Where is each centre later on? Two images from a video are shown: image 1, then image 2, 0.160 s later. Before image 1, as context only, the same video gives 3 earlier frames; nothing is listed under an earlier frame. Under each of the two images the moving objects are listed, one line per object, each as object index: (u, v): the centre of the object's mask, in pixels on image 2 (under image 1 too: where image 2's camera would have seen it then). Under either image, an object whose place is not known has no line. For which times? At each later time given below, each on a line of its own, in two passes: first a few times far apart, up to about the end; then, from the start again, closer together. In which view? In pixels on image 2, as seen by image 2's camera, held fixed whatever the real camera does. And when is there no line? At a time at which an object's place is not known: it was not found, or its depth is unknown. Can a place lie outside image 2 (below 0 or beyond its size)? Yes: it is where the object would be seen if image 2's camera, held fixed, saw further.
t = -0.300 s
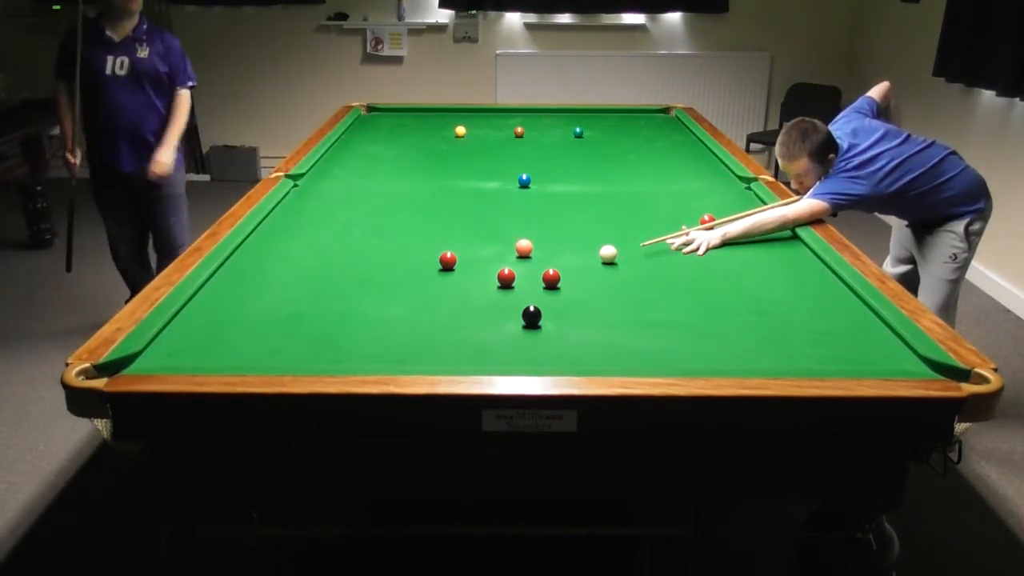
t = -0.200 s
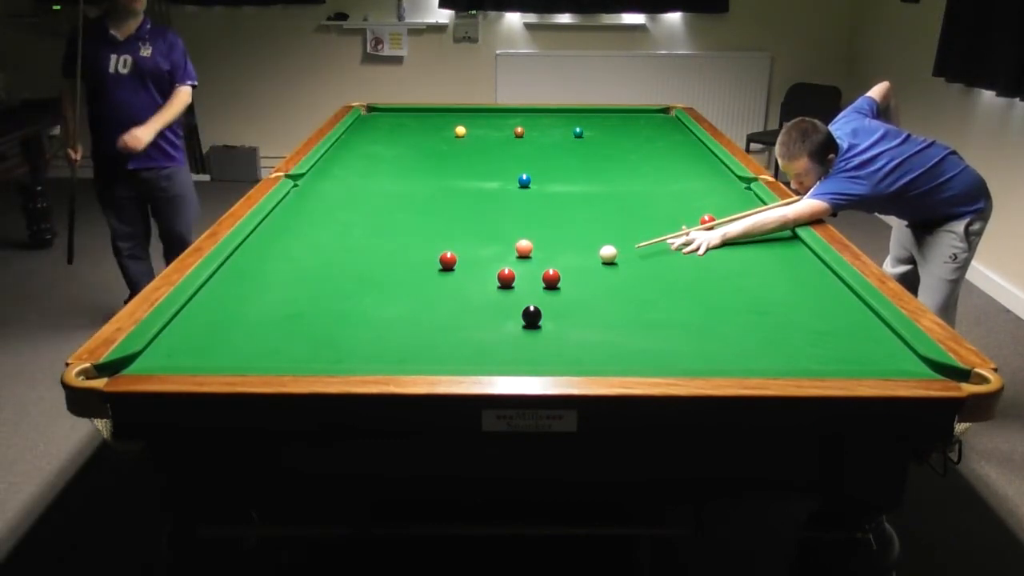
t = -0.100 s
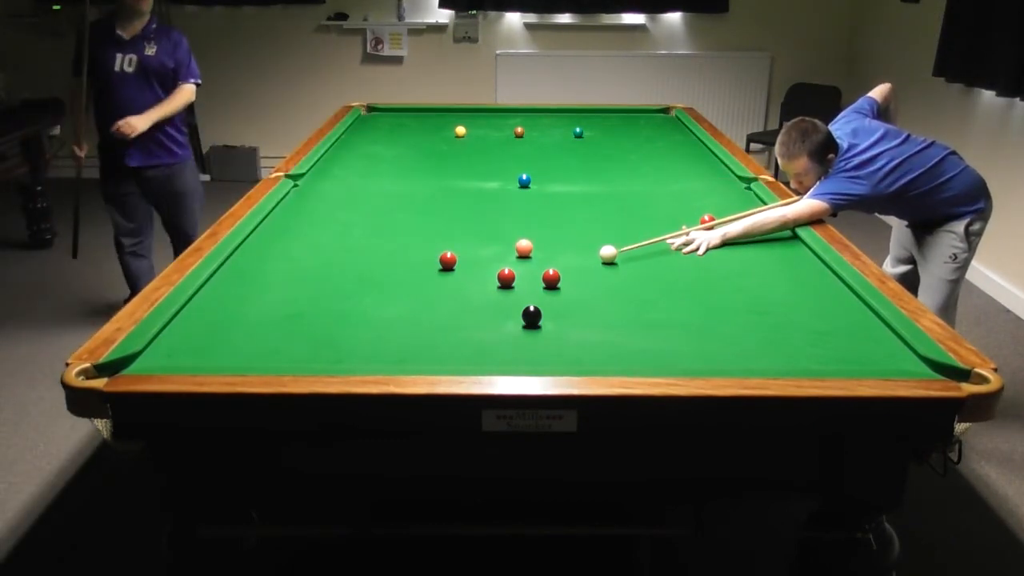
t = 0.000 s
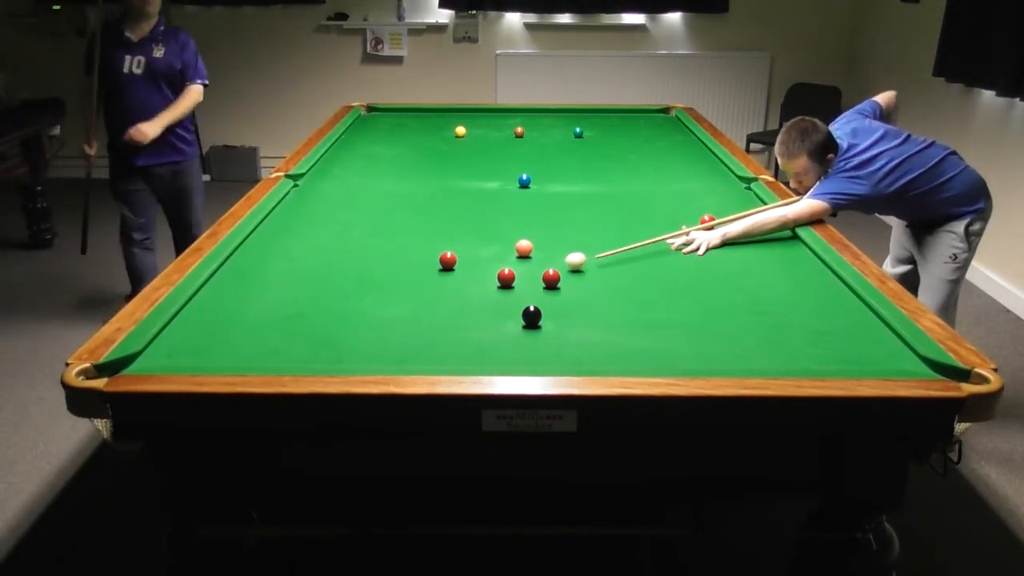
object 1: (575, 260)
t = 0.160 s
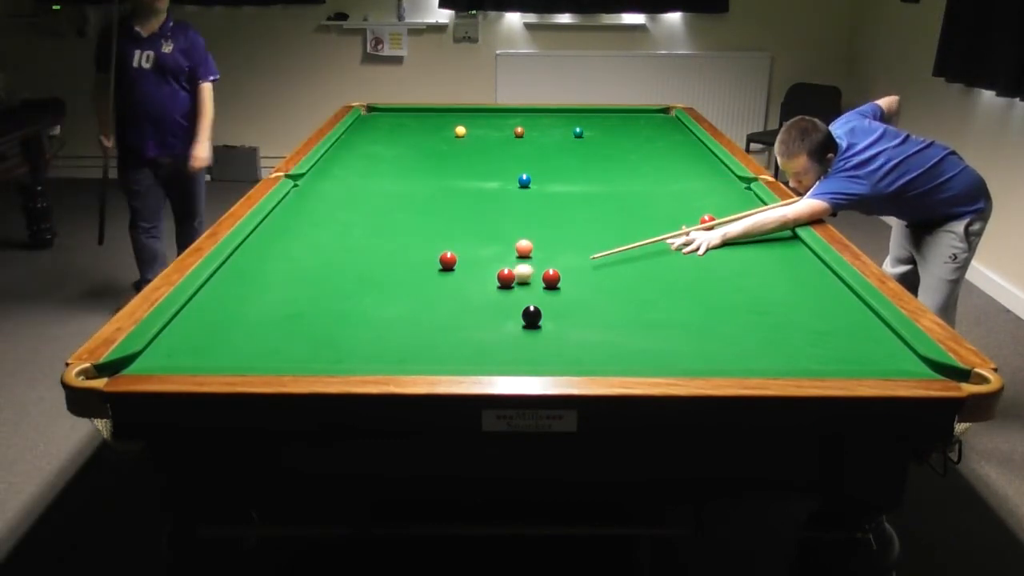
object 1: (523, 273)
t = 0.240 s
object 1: (519, 274)
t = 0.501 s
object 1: (501, 278)
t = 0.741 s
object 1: (484, 282)
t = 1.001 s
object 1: (468, 285)
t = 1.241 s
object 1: (455, 288)
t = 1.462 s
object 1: (443, 291)
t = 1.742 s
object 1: (430, 294)
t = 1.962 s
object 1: (422, 295)
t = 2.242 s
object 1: (413, 298)
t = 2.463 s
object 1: (408, 299)
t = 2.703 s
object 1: (403, 300)
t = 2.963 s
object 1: (400, 301)
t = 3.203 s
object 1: (399, 301)
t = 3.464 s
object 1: (399, 301)
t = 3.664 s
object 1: (399, 301)
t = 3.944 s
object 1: (406, 298)
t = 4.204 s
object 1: (399, 301)
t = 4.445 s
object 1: (399, 301)
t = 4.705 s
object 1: (399, 301)
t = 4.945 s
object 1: (399, 301)
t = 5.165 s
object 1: (399, 301)
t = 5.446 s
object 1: (399, 301)
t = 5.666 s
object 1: (399, 301)
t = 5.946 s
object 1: (399, 301)
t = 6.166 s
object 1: (399, 301)
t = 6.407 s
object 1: (399, 301)
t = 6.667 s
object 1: (399, 301)
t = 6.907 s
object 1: (399, 301)
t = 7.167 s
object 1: (399, 301)
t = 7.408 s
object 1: (399, 301)
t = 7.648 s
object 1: (399, 301)
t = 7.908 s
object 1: (399, 301)
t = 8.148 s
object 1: (399, 301)
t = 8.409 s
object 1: (399, 301)
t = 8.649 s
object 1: (399, 301)
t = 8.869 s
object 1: (399, 301)
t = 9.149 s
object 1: (399, 301)
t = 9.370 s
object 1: (399, 301)
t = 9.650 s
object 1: (399, 301)
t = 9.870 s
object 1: (399, 301)
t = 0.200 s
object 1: (521, 274)
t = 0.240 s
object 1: (519, 274)
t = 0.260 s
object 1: (518, 274)
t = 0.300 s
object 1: (515, 275)
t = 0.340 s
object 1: (512, 275)
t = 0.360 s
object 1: (511, 276)
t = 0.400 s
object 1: (508, 277)
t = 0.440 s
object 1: (505, 277)
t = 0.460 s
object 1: (504, 278)
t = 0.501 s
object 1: (501, 278)
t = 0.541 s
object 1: (498, 279)
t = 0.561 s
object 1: (497, 279)
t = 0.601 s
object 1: (494, 280)
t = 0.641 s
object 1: (491, 280)
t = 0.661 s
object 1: (490, 280)
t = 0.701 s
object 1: (487, 281)
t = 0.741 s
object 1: (484, 282)
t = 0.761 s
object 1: (483, 282)
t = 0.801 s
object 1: (481, 283)
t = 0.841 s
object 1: (478, 283)
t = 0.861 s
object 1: (477, 283)
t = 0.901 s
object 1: (474, 284)
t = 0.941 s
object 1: (472, 284)
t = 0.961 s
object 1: (471, 285)
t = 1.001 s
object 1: (468, 285)
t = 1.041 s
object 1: (466, 286)
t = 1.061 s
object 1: (465, 286)
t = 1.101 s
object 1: (462, 287)
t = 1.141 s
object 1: (460, 287)
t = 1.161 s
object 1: (459, 287)
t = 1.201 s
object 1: (457, 288)
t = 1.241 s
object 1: (455, 288)
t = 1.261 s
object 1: (454, 289)
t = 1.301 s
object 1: (451, 289)
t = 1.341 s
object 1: (449, 290)
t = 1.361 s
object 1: (448, 290)
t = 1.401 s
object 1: (446, 290)
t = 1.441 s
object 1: (444, 291)
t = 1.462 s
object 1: (443, 291)
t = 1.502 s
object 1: (441, 291)
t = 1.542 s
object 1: (439, 292)
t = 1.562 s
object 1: (438, 292)
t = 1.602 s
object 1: (437, 292)
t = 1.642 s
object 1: (435, 293)
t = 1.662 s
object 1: (434, 293)
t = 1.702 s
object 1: (432, 293)
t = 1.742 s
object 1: (430, 294)
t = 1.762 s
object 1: (430, 294)
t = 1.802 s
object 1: (428, 294)
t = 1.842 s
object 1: (426, 294)
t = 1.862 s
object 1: (426, 294)
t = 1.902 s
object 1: (424, 295)
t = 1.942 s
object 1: (423, 295)
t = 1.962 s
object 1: (422, 295)
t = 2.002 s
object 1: (420, 296)
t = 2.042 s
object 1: (419, 296)
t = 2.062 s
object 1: (419, 296)
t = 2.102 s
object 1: (417, 297)
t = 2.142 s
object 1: (416, 297)
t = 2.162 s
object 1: (415, 297)
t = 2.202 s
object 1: (414, 297)
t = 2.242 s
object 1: (413, 298)
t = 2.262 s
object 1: (413, 298)
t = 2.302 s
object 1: (412, 298)
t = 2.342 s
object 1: (411, 298)
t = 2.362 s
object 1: (410, 298)
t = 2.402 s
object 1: (409, 299)
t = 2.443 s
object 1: (408, 299)
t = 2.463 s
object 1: (408, 299)
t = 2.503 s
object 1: (407, 299)
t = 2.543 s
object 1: (406, 299)
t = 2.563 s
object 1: (406, 299)
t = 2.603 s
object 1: (405, 300)
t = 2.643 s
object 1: (404, 300)
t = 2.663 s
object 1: (404, 300)
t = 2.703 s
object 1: (403, 300)
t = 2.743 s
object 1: (403, 300)
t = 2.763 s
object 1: (402, 300)
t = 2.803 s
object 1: (402, 300)
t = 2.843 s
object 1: (401, 300)
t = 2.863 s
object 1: (401, 300)
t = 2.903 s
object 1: (401, 301)
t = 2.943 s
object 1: (400, 301)
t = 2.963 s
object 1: (400, 301)
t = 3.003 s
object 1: (400, 301)
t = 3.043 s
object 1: (400, 301)
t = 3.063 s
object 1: (399, 301)
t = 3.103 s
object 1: (399, 301)
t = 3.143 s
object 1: (399, 301)
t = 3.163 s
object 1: (399, 301)
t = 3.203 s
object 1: (399, 301)
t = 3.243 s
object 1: (399, 301)
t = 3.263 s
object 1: (399, 301)
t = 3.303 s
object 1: (399, 301)
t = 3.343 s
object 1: (399, 301)
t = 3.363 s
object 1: (399, 301)
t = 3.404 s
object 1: (399, 301)
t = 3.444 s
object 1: (399, 301)
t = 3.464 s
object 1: (399, 301)
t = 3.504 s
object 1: (399, 301)
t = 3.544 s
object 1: (399, 301)
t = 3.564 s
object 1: (399, 301)
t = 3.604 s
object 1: (399, 301)
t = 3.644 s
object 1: (399, 301)
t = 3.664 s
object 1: (399, 301)
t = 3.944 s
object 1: (406, 298)
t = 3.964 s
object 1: (400, 300)
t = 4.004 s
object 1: (399, 301)
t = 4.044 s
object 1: (399, 301)
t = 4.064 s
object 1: (399, 301)
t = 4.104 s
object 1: (399, 301)
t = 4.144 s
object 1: (399, 301)
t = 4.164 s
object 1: (399, 301)
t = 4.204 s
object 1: (399, 301)
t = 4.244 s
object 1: (399, 301)
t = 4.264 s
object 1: (399, 301)
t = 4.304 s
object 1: (399, 301)
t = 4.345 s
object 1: (399, 301)
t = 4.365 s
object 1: (399, 301)
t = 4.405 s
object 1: (399, 301)
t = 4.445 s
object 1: (399, 301)
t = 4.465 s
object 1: (399, 301)
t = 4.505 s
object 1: (399, 301)
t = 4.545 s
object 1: (399, 301)
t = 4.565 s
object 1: (399, 301)
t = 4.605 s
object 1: (399, 301)
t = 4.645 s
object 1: (399, 301)
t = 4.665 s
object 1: (399, 301)
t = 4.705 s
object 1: (399, 301)
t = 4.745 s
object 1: (399, 301)
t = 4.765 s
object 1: (399, 301)
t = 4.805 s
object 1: (399, 301)
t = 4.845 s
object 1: (399, 301)
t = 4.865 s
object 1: (399, 301)
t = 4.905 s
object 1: (399, 301)
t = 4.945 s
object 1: (399, 301)
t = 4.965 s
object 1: (399, 301)
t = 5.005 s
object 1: (399, 301)
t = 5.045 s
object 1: (399, 301)
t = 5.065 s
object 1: (399, 301)
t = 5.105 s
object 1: (399, 301)
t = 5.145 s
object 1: (399, 301)
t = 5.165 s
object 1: (399, 301)
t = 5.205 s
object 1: (399, 301)
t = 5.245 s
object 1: (399, 301)
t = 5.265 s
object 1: (399, 301)
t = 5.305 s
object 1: (399, 301)
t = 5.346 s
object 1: (399, 301)
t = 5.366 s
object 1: (399, 301)
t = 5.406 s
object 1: (399, 301)
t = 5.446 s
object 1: (399, 301)
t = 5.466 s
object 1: (399, 301)
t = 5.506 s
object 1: (399, 301)
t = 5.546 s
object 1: (399, 301)
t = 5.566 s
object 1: (399, 301)
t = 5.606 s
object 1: (399, 301)
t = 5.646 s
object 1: (399, 301)
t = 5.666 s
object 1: (399, 301)
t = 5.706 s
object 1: (399, 301)
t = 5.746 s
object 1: (399, 301)
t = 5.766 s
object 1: (399, 301)
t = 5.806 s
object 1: (399, 301)
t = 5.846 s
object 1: (399, 301)
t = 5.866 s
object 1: (399, 301)
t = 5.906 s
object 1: (399, 301)
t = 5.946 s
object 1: (399, 301)
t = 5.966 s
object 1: (399, 301)
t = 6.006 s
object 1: (399, 301)
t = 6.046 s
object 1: (399, 301)
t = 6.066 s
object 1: (399, 301)
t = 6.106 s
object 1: (399, 301)
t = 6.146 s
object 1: (399, 301)
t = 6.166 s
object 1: (399, 301)
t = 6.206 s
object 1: (399, 301)
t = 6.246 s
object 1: (399, 301)
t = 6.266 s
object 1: (399, 301)
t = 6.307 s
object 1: (399, 301)
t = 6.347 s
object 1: (399, 301)
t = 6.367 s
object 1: (399, 301)
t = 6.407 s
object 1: (399, 301)
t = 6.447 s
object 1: (399, 301)
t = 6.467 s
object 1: (399, 301)
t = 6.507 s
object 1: (399, 301)
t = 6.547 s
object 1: (399, 301)
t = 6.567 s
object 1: (399, 301)
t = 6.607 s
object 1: (399, 301)
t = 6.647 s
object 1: (399, 301)
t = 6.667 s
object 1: (399, 301)
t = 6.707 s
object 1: (399, 301)
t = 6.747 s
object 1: (399, 301)
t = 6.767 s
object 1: (399, 301)
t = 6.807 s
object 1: (399, 301)
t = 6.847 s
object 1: (399, 301)
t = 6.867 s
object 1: (399, 301)
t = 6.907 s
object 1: (399, 301)
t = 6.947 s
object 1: (399, 301)
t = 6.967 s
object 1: (399, 301)
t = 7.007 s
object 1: (399, 301)
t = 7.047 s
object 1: (399, 301)
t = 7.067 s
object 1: (399, 301)
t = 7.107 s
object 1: (399, 301)
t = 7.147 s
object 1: (399, 301)
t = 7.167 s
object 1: (399, 301)
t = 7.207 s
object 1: (399, 301)
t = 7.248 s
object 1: (399, 301)
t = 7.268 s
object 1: (399, 301)
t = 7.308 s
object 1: (399, 301)
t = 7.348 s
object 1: (399, 301)
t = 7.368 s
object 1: (399, 301)
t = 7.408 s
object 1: (399, 301)
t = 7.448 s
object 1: (399, 301)
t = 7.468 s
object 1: (399, 301)
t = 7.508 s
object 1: (399, 301)
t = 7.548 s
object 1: (399, 301)
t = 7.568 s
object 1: (399, 301)
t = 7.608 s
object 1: (399, 301)
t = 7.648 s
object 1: (399, 301)
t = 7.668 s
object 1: (399, 301)
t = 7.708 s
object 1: (399, 301)
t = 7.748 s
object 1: (399, 301)
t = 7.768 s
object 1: (399, 301)
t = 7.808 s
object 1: (399, 301)
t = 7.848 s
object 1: (399, 301)
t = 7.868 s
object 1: (399, 301)
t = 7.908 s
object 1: (399, 301)
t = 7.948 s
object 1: (399, 301)
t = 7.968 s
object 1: (399, 301)
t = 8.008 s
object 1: (399, 301)
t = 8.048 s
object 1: (399, 301)
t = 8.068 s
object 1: (399, 301)
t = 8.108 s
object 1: (399, 301)
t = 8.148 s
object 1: (399, 301)
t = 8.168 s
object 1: (399, 301)
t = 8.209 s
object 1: (399, 301)
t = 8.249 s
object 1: (399, 301)
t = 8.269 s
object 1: (399, 301)
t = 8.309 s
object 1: (399, 301)
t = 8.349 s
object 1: (399, 301)
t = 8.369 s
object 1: (399, 301)
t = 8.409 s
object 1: (399, 301)
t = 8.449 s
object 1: (399, 301)
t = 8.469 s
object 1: (399, 301)
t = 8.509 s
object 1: (399, 301)
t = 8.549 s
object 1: (399, 301)
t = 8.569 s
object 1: (399, 301)
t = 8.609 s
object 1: (399, 301)
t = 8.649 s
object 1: (399, 301)
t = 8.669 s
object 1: (399, 301)
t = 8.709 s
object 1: (399, 301)
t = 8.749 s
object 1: (399, 301)
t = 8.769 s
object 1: (399, 301)
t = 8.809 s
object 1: (399, 301)
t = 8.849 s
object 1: (399, 301)
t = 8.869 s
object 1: (399, 301)
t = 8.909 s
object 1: (399, 301)
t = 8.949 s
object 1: (399, 301)
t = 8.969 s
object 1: (399, 301)
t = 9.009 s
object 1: (399, 301)
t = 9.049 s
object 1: (399, 301)
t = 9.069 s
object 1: (399, 301)
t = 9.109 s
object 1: (399, 301)
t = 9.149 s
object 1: (399, 301)
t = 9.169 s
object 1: (399, 301)
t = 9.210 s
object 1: (399, 301)
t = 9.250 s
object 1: (399, 301)
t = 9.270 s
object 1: (399, 301)
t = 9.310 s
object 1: (399, 301)
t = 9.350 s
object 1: (399, 301)
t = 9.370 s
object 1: (399, 301)
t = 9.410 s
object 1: (399, 301)
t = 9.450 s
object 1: (399, 301)
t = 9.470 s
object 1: (399, 301)
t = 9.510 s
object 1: (399, 301)
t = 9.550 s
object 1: (399, 301)
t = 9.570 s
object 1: (399, 301)
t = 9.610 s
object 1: (399, 301)
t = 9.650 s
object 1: (399, 301)
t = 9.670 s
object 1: (399, 301)
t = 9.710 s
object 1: (399, 301)
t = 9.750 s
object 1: (399, 301)
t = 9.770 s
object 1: (399, 301)
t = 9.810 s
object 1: (399, 301)
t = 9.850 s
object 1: (399, 301)
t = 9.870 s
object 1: (399, 301)
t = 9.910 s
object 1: (399, 301)
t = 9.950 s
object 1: (399, 301)
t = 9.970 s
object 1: (399, 301)
